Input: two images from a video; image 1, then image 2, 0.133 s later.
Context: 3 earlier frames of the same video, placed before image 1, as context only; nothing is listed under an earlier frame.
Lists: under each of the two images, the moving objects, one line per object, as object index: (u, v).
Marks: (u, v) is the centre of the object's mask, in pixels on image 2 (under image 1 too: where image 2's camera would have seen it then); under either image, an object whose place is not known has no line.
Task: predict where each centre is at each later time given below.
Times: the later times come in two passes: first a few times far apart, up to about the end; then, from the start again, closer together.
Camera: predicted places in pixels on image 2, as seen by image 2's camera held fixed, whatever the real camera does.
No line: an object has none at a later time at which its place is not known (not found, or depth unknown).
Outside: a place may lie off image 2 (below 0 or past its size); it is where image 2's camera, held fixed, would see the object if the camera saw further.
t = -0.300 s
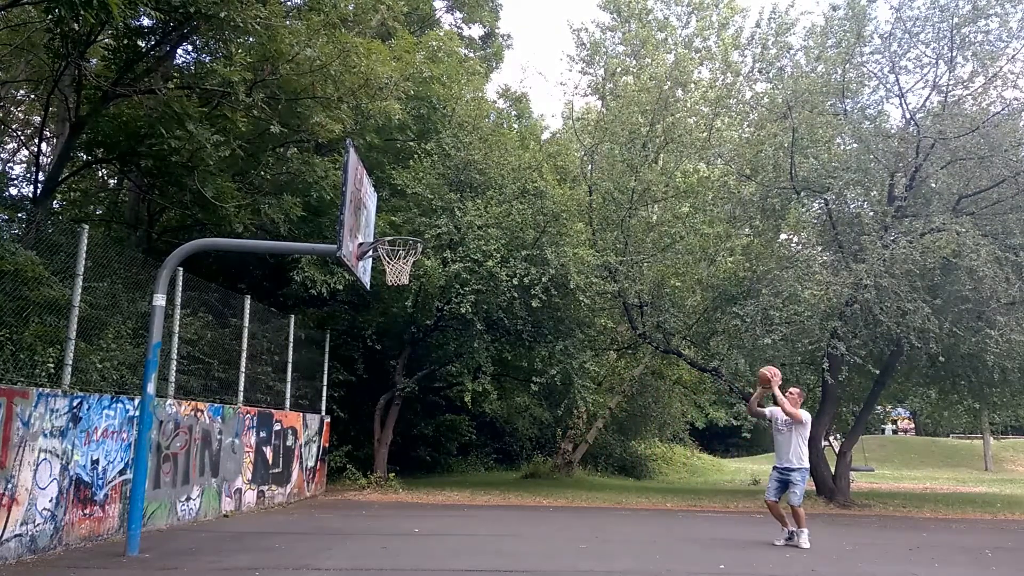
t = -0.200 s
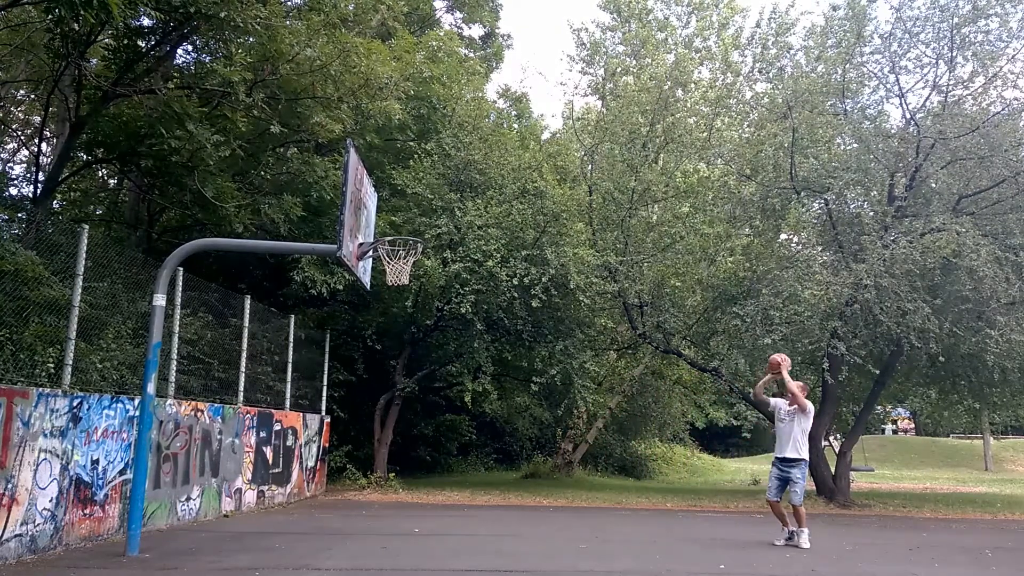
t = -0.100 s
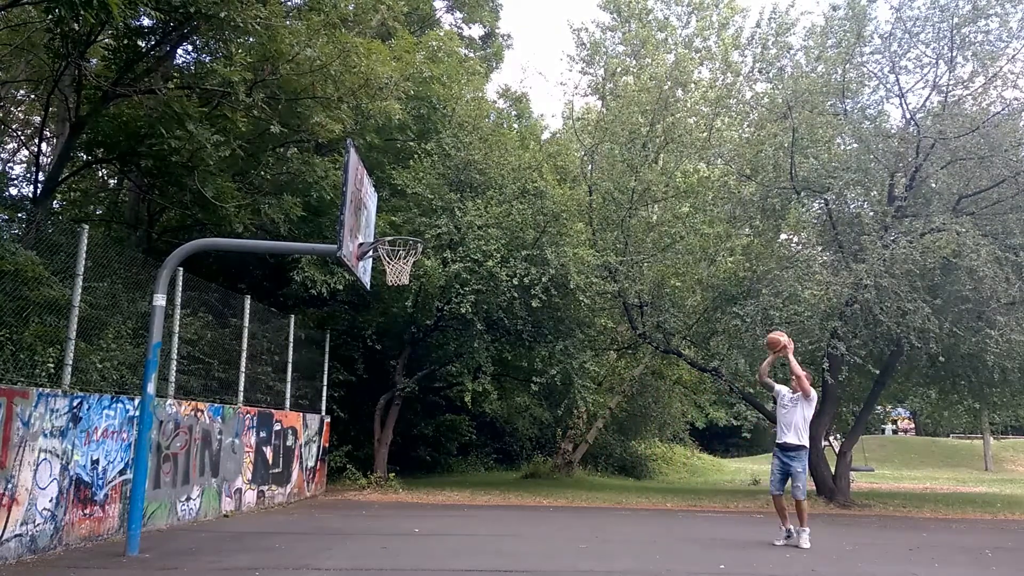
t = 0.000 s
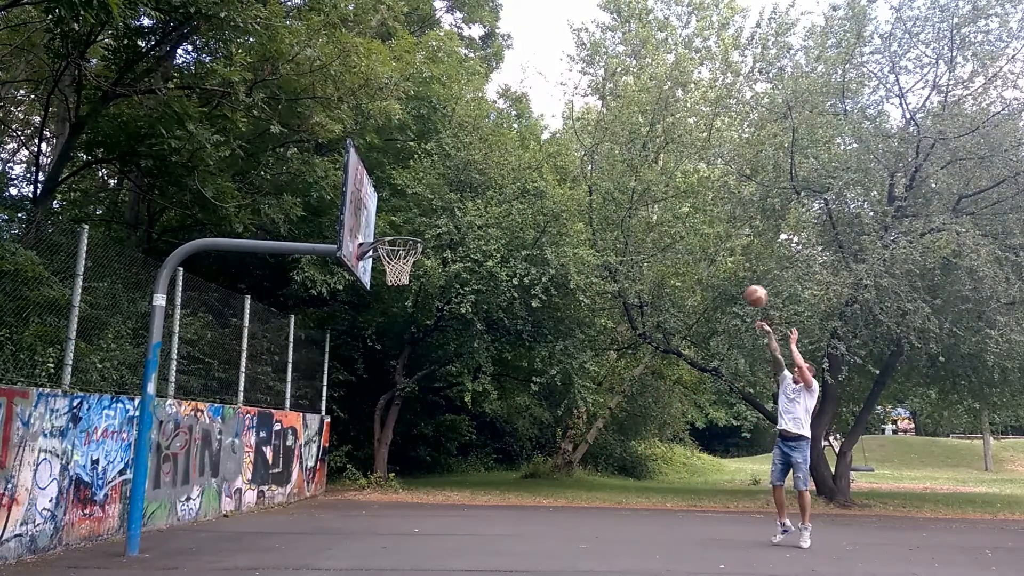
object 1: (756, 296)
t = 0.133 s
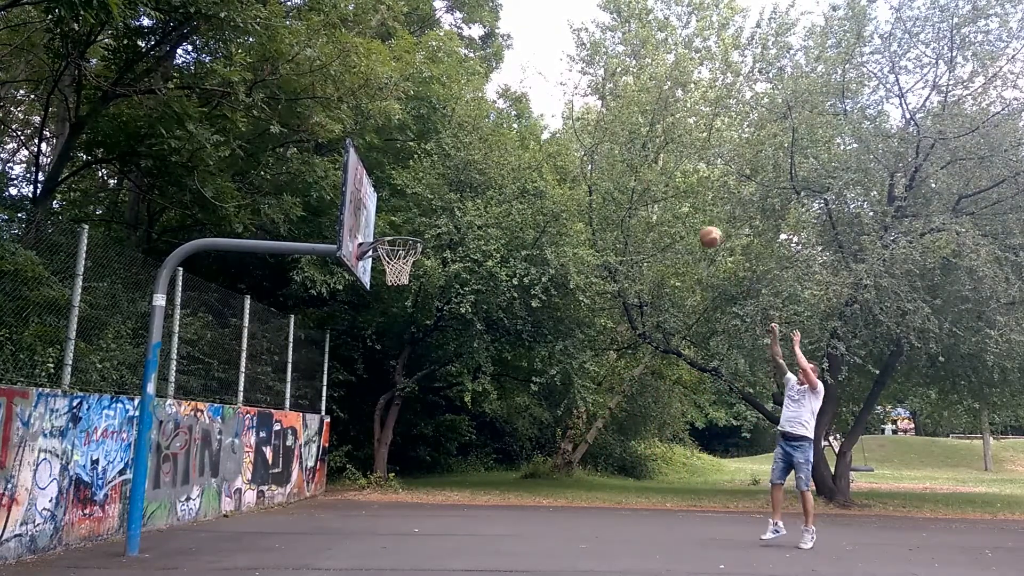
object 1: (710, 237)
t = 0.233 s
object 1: (677, 203)
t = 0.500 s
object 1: (588, 151)
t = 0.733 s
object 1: (507, 155)
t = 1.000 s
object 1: (405, 224)
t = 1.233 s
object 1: (404, 254)
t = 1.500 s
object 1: (394, 287)
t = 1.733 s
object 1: (392, 372)
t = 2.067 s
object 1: (386, 503)
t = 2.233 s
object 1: (389, 420)
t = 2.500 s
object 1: (389, 354)
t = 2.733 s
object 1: (387, 356)
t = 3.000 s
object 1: (380, 427)
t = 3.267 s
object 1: (373, 514)
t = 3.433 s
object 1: (376, 448)
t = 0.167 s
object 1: (700, 225)
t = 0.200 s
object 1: (689, 213)
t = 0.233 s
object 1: (677, 203)
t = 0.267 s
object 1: (667, 192)
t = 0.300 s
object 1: (656, 185)
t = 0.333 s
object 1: (644, 176)
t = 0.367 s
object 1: (633, 169)
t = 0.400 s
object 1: (622, 163)
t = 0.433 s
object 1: (611, 158)
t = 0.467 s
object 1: (600, 154)
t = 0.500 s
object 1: (588, 151)
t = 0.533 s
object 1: (577, 148)
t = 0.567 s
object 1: (565, 147)
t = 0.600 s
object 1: (554, 146)
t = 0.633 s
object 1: (543, 148)
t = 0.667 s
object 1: (531, 148)
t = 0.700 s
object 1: (519, 151)
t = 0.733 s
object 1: (507, 155)
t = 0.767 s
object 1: (495, 159)
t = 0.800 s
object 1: (482, 165)
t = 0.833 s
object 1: (471, 172)
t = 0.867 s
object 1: (458, 180)
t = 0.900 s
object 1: (444, 189)
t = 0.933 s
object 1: (431, 200)
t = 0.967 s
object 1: (418, 211)
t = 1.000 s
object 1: (405, 224)
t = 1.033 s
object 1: (392, 236)
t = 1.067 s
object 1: (395, 250)
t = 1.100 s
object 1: (402, 263)
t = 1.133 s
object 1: (408, 259)
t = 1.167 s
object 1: (411, 253)
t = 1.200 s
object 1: (408, 253)
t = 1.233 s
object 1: (404, 254)
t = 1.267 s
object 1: (402, 255)
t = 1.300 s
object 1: (400, 258)
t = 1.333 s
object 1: (398, 261)
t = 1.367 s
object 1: (396, 265)
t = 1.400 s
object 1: (396, 269)
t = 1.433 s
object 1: (394, 273)
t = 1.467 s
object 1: (394, 280)
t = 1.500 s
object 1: (394, 287)
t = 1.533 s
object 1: (394, 295)
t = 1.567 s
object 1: (394, 306)
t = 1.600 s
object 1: (394, 317)
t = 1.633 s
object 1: (393, 328)
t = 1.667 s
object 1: (393, 341)
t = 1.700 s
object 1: (393, 356)
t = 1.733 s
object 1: (392, 372)
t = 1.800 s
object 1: (390, 407)
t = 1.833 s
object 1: (389, 427)
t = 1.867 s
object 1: (390, 448)
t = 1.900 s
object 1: (388, 472)
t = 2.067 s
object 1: (386, 503)
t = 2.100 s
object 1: (387, 483)
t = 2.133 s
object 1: (388, 465)
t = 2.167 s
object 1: (389, 449)
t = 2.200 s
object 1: (388, 434)
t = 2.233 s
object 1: (389, 420)
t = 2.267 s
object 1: (389, 408)
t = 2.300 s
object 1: (389, 397)
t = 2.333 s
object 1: (389, 386)
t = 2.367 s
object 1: (389, 378)
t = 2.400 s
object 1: (389, 370)
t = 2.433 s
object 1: (389, 363)
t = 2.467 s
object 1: (389, 358)
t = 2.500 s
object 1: (389, 354)
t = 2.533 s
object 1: (389, 351)
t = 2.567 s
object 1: (388, 349)
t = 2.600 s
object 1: (388, 348)
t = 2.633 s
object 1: (388, 348)
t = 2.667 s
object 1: (387, 350)
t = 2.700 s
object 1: (387, 352)
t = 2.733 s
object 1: (387, 356)
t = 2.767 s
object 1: (386, 361)
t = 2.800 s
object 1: (385, 367)
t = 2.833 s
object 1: (384, 374)
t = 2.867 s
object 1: (384, 383)
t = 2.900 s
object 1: (383, 392)
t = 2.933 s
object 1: (382, 403)
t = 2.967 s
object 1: (381, 415)
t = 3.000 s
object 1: (380, 427)
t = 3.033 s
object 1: (379, 442)
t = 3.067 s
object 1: (378, 458)
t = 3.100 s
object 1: (377, 475)
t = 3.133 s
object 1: (375, 494)
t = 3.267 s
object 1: (373, 514)
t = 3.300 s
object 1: (374, 499)
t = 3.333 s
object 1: (375, 483)
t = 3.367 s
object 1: (376, 470)
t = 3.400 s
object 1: (376, 459)
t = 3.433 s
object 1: (376, 448)
